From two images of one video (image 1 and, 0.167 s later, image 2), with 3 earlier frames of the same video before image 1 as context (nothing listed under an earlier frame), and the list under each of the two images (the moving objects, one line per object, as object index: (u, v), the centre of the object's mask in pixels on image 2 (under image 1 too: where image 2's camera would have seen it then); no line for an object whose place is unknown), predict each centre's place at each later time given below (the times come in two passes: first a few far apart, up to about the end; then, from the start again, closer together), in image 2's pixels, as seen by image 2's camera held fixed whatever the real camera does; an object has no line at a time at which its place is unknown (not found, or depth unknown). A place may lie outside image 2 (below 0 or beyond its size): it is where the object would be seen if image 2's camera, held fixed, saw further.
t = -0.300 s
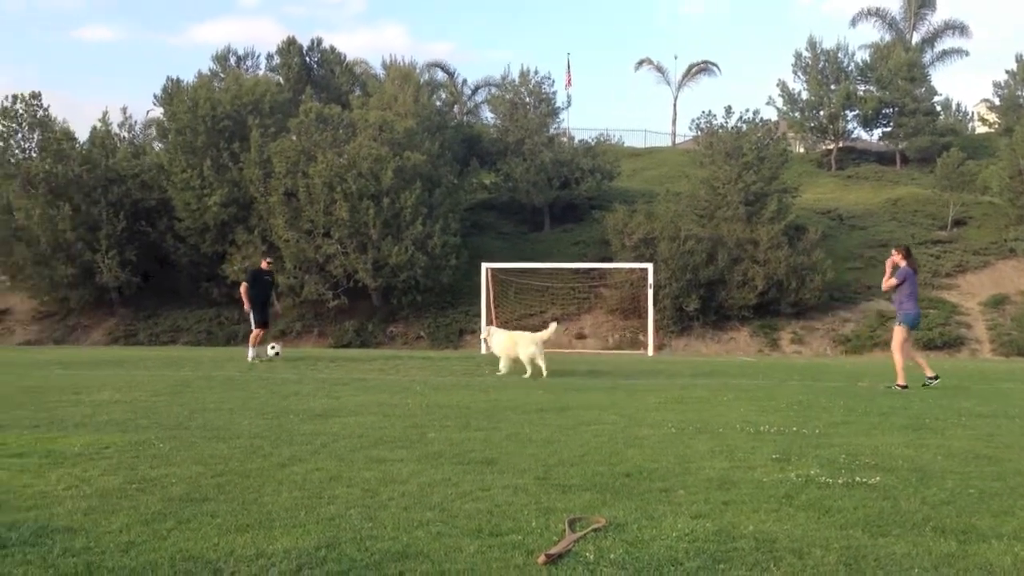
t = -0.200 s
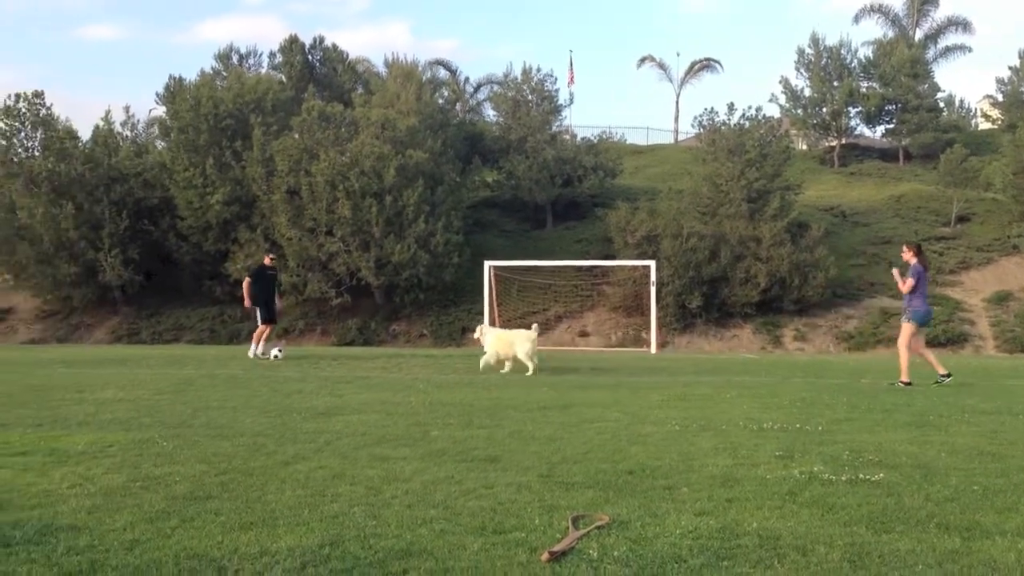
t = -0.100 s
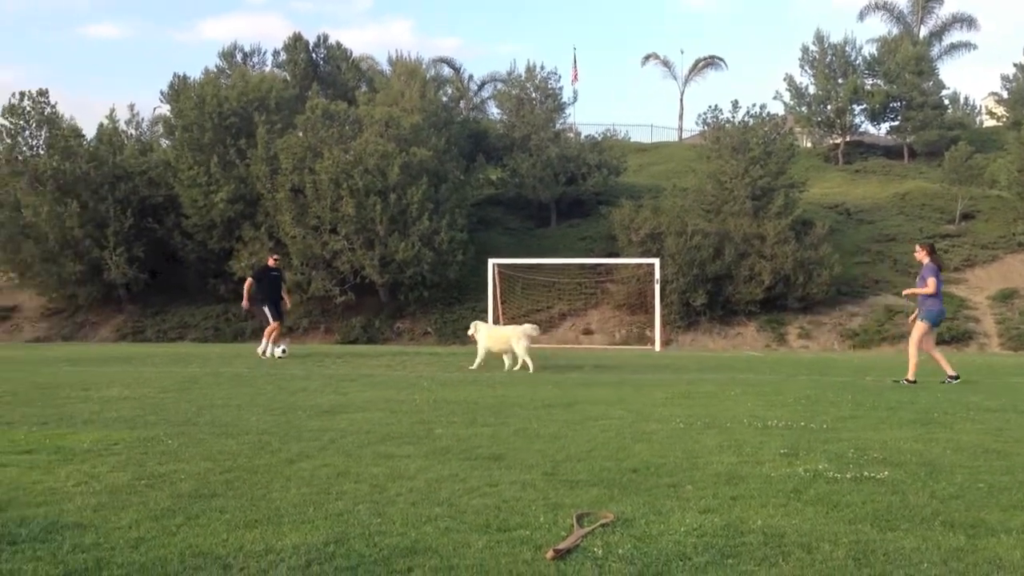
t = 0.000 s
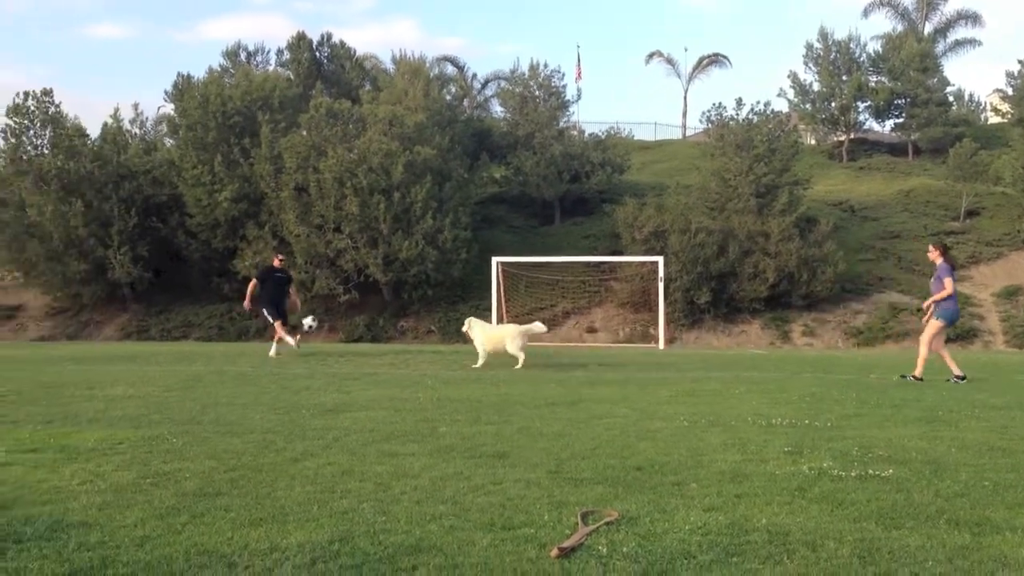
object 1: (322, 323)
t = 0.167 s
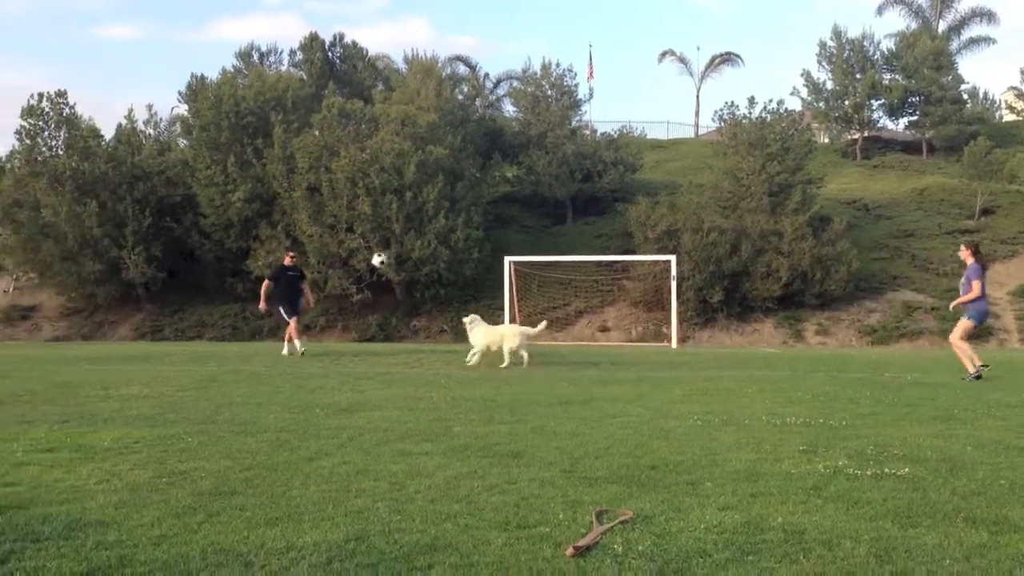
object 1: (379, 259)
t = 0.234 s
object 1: (403, 238)
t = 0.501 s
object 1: (501, 181)
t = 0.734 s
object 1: (596, 169)
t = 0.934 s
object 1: (685, 191)
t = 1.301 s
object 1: (875, 329)
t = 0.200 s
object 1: (391, 248)
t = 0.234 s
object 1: (403, 238)
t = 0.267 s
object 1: (415, 229)
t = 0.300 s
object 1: (427, 220)
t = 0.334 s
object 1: (439, 212)
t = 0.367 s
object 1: (451, 204)
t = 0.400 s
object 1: (464, 198)
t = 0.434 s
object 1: (477, 191)
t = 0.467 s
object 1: (489, 185)
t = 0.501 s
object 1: (501, 181)
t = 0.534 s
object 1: (515, 177)
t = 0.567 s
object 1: (528, 174)
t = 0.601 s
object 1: (542, 171)
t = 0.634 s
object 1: (556, 169)
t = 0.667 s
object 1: (569, 168)
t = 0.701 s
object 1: (583, 169)
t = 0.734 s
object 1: (596, 169)
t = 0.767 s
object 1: (610, 171)
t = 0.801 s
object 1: (624, 173)
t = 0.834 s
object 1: (640, 177)
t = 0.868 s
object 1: (654, 180)
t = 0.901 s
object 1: (670, 186)
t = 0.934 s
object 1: (685, 191)
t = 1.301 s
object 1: (875, 329)
